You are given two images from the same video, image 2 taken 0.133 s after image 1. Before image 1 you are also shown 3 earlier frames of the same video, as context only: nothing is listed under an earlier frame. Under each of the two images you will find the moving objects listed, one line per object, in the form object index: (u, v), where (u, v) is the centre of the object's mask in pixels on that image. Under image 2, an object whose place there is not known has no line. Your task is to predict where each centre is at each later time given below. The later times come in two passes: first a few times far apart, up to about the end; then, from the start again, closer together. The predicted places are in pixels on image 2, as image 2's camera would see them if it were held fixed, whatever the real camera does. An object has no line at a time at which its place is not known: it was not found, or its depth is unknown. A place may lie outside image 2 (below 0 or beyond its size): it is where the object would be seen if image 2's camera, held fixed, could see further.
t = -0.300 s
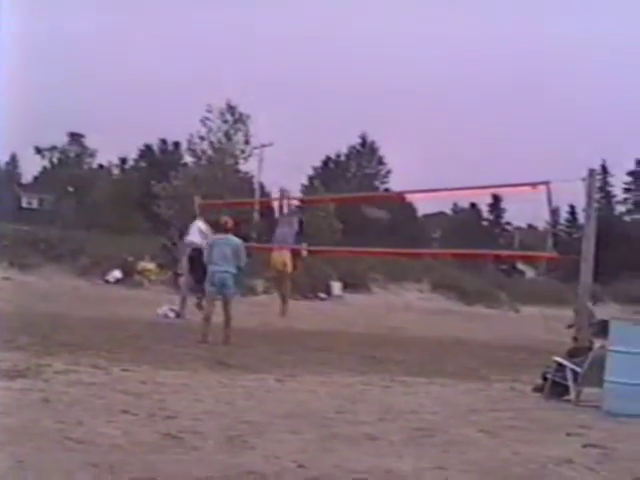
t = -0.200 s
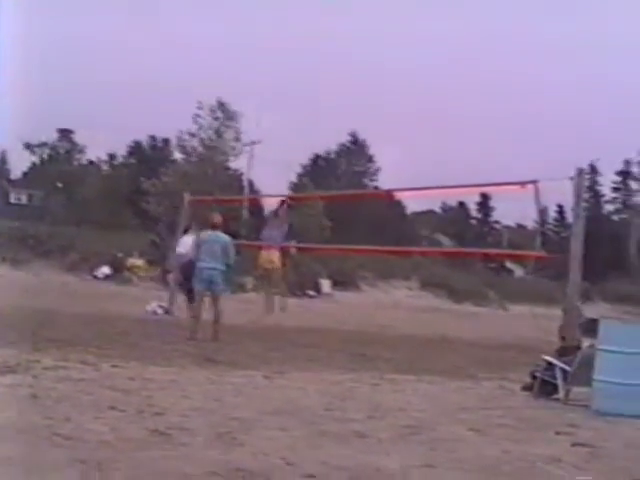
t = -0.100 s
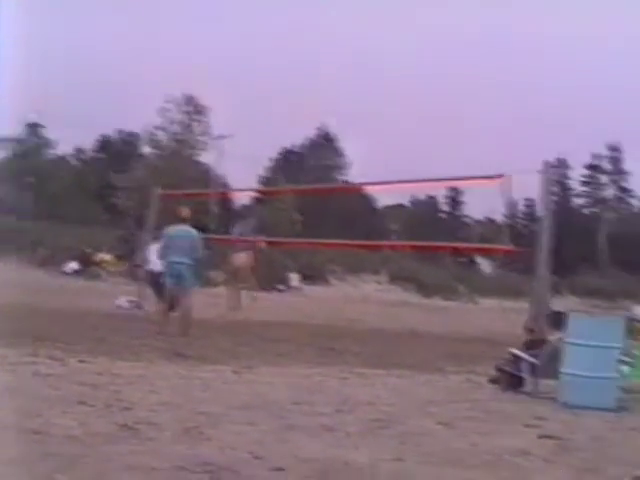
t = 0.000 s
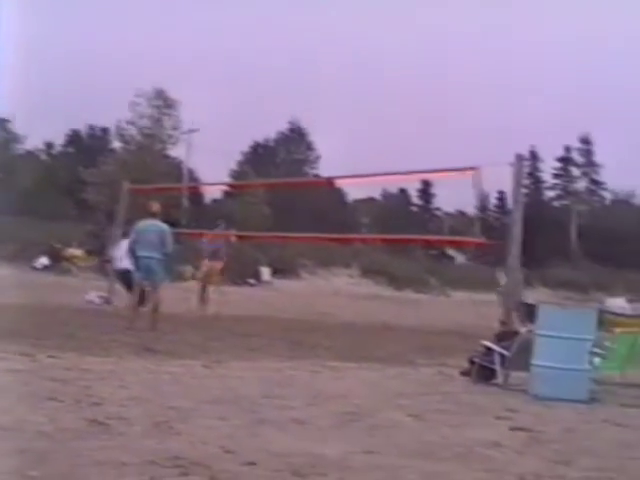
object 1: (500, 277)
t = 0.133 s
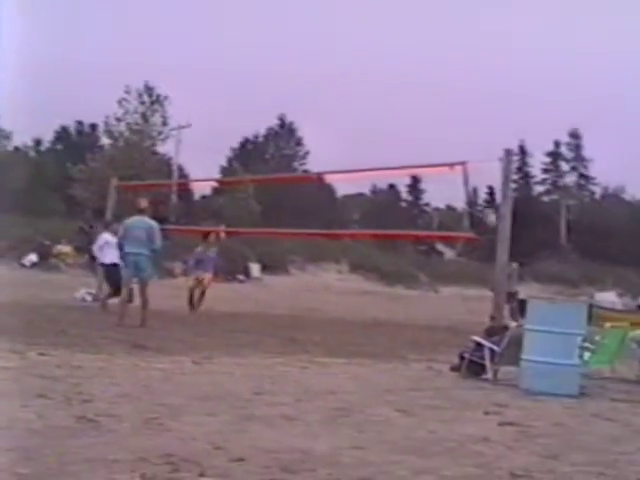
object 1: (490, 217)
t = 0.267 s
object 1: (489, 176)
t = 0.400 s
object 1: (489, 138)
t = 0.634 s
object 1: (488, 94)
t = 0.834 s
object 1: (488, 80)
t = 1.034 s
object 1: (487, 92)
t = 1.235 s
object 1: (485, 133)
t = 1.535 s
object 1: (477, 250)
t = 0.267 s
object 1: (489, 176)
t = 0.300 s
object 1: (489, 165)
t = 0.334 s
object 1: (489, 155)
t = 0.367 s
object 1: (488, 146)
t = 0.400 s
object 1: (489, 138)
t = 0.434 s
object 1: (489, 129)
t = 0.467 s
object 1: (489, 122)
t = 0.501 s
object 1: (489, 115)
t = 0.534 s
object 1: (489, 109)
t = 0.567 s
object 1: (488, 103)
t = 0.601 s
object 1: (488, 99)
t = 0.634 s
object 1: (488, 94)
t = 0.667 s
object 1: (488, 90)
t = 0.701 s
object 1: (488, 87)
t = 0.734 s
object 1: (488, 84)
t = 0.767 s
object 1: (488, 82)
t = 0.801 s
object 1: (489, 81)
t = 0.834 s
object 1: (488, 80)
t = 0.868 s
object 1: (487, 81)
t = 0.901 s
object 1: (487, 82)
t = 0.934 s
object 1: (487, 84)
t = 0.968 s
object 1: (487, 86)
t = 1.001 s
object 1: (487, 89)
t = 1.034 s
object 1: (487, 92)
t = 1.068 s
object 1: (486, 98)
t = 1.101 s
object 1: (487, 103)
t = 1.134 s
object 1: (486, 109)
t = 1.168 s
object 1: (486, 116)
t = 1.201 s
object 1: (486, 125)
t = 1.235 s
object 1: (485, 133)
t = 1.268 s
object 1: (485, 142)
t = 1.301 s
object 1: (484, 155)
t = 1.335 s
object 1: (484, 164)
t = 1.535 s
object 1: (477, 250)
